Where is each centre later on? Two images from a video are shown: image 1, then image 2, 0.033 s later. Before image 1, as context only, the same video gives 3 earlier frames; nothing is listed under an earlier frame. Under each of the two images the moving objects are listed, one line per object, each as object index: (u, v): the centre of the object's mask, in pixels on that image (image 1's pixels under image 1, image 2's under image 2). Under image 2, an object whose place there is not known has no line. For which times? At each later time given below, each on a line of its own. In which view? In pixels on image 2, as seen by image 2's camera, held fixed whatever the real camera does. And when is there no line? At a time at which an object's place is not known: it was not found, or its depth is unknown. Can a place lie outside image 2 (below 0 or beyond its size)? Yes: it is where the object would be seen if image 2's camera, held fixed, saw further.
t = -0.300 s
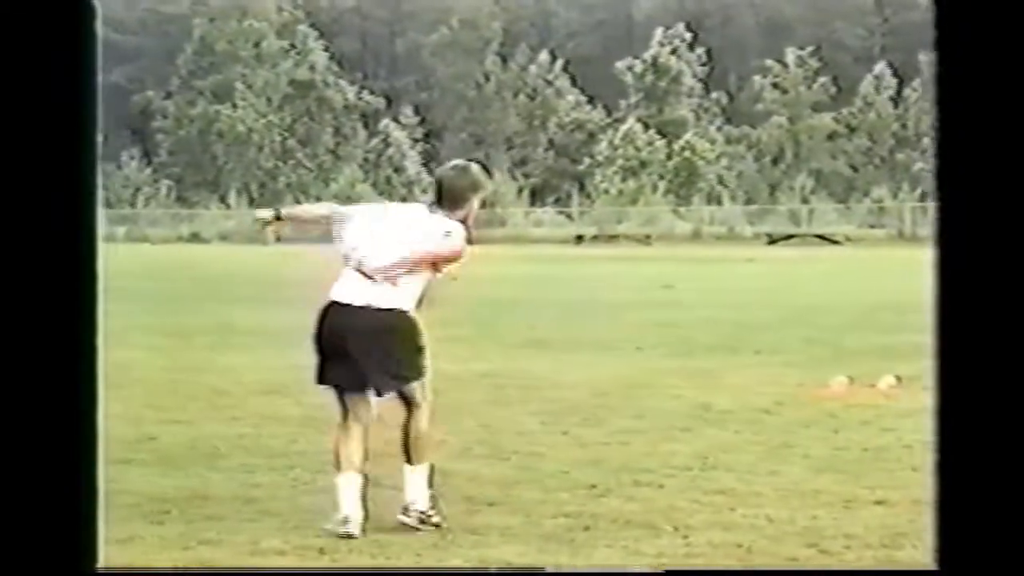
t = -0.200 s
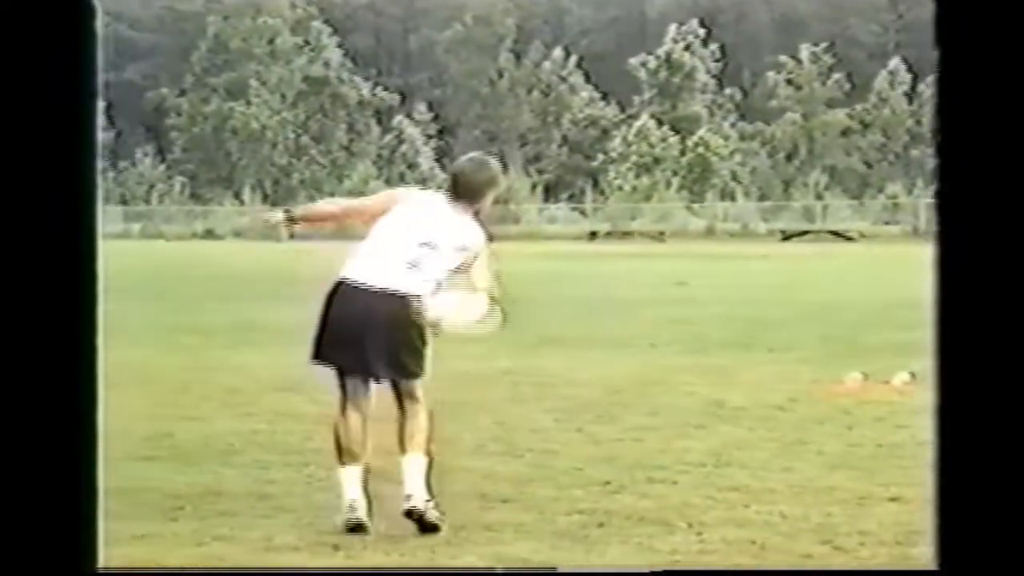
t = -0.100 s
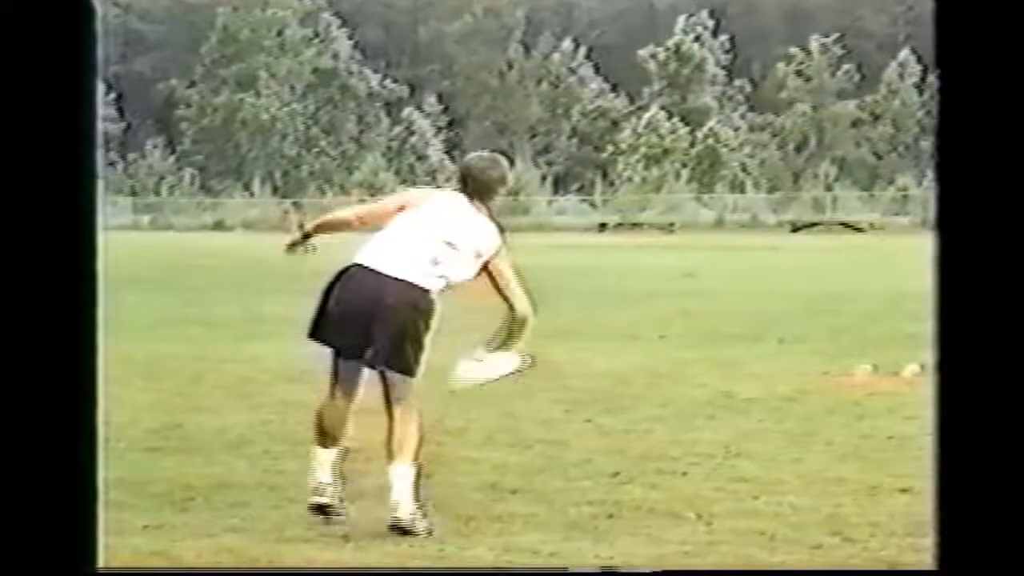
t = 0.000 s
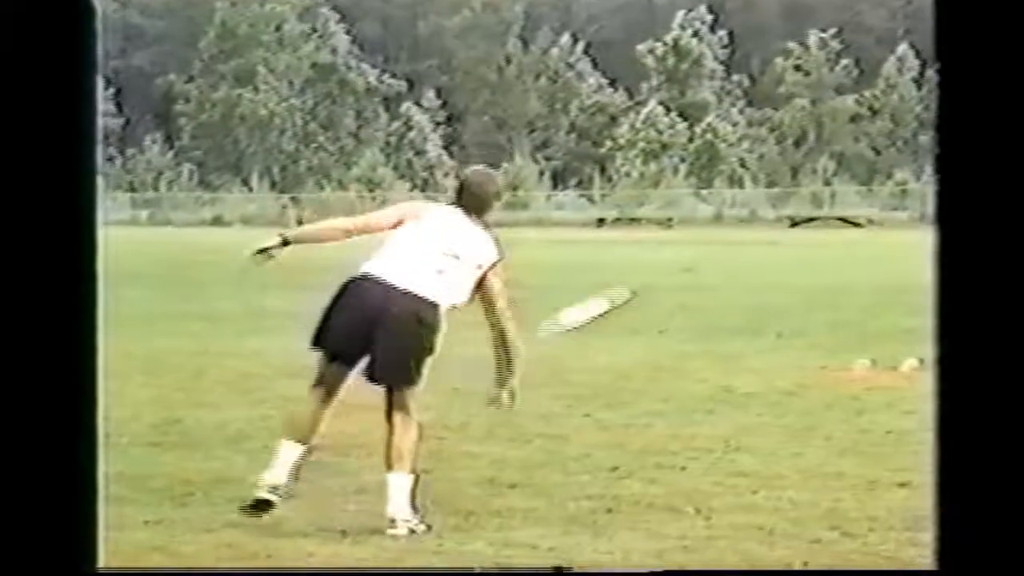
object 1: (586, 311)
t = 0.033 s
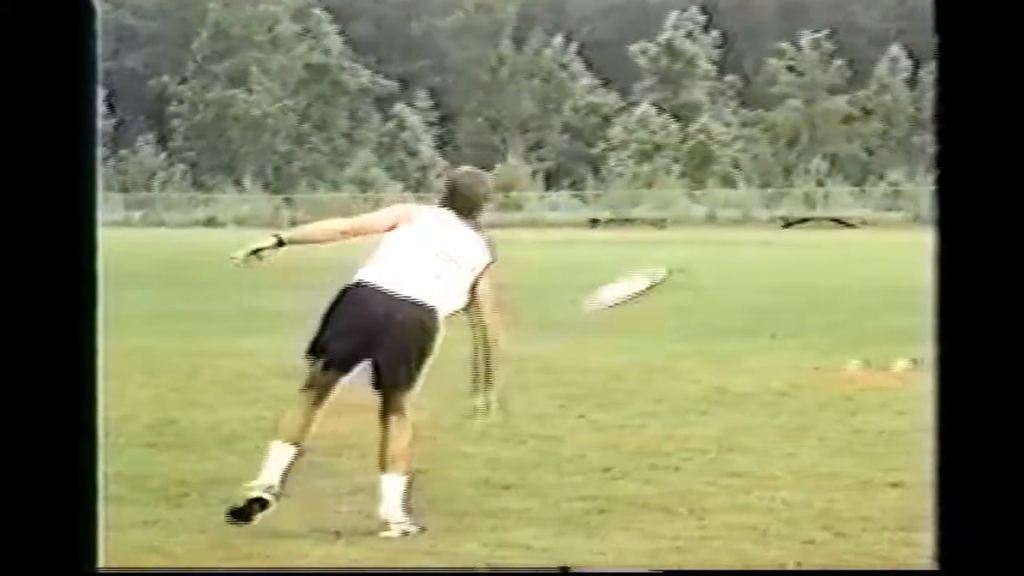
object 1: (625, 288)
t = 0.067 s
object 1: (668, 266)
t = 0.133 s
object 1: (749, 225)
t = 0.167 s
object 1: (782, 209)
